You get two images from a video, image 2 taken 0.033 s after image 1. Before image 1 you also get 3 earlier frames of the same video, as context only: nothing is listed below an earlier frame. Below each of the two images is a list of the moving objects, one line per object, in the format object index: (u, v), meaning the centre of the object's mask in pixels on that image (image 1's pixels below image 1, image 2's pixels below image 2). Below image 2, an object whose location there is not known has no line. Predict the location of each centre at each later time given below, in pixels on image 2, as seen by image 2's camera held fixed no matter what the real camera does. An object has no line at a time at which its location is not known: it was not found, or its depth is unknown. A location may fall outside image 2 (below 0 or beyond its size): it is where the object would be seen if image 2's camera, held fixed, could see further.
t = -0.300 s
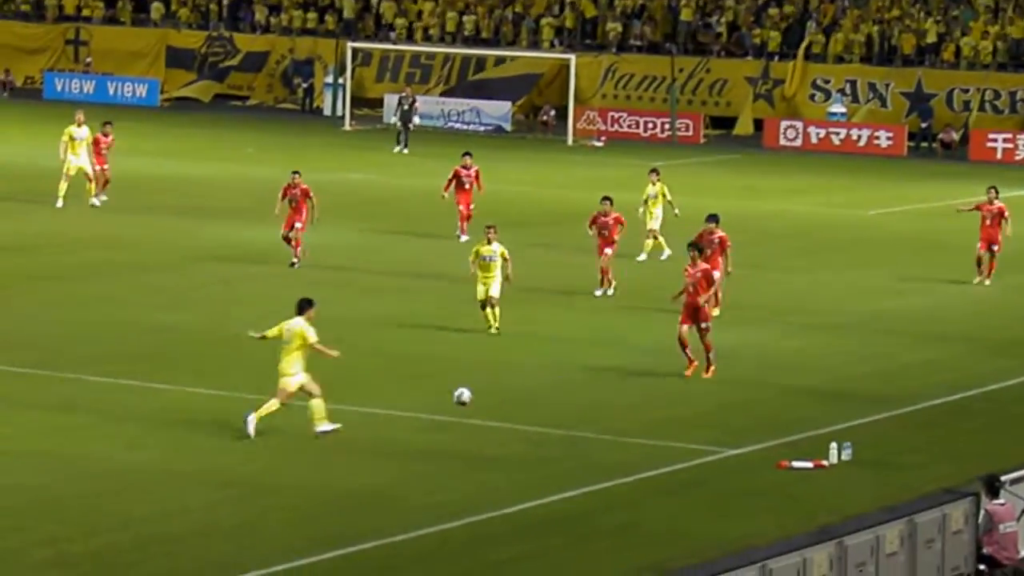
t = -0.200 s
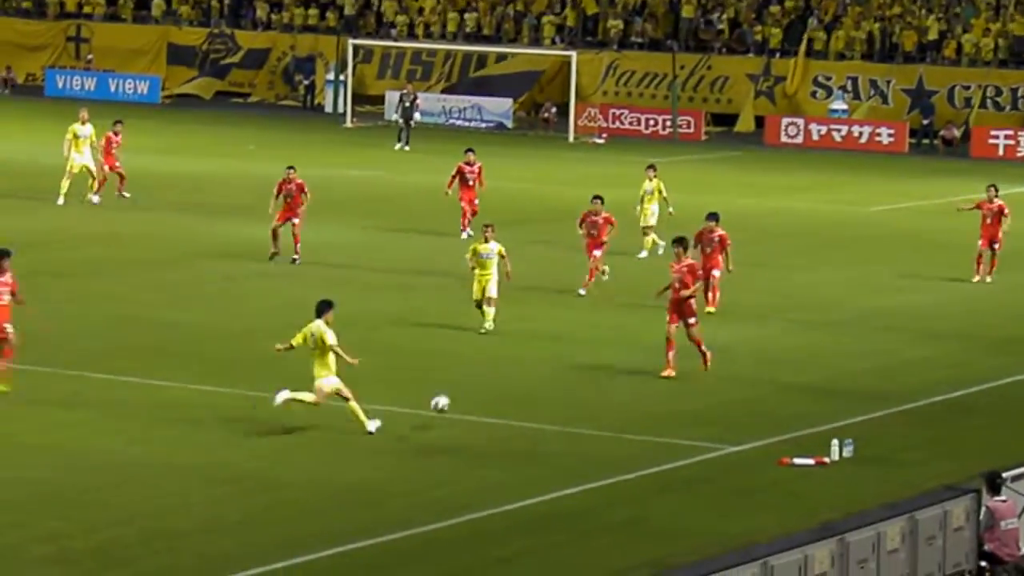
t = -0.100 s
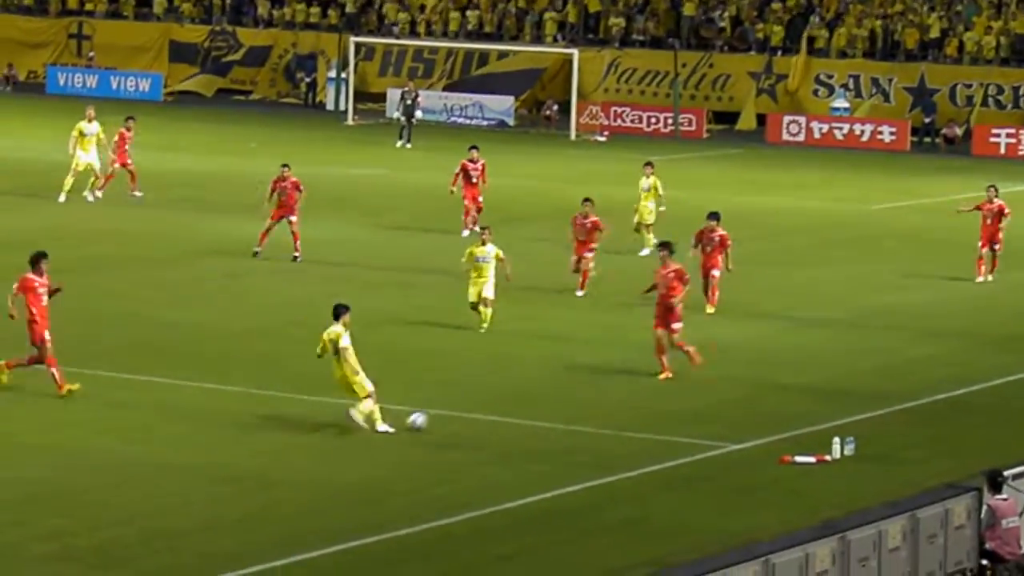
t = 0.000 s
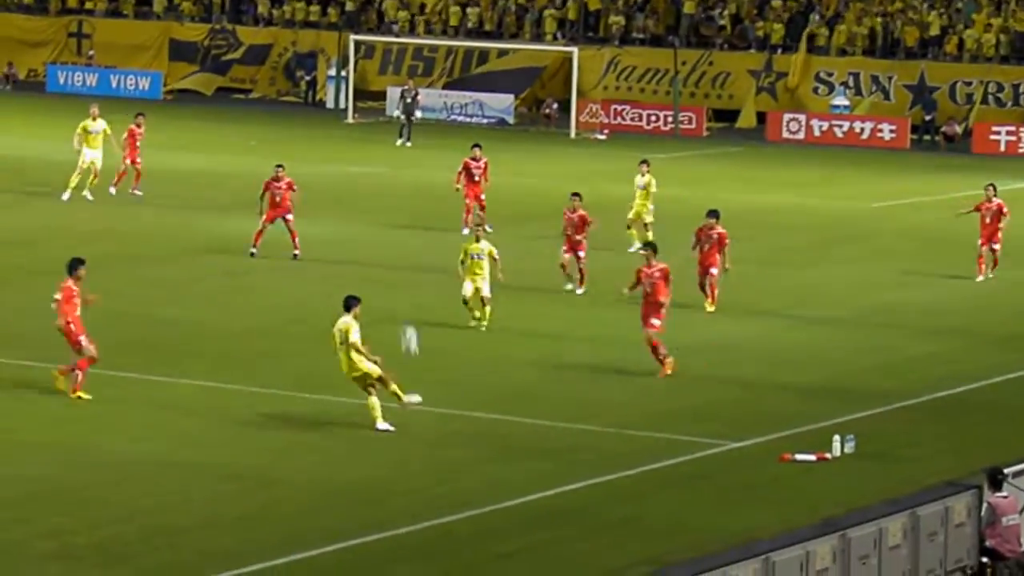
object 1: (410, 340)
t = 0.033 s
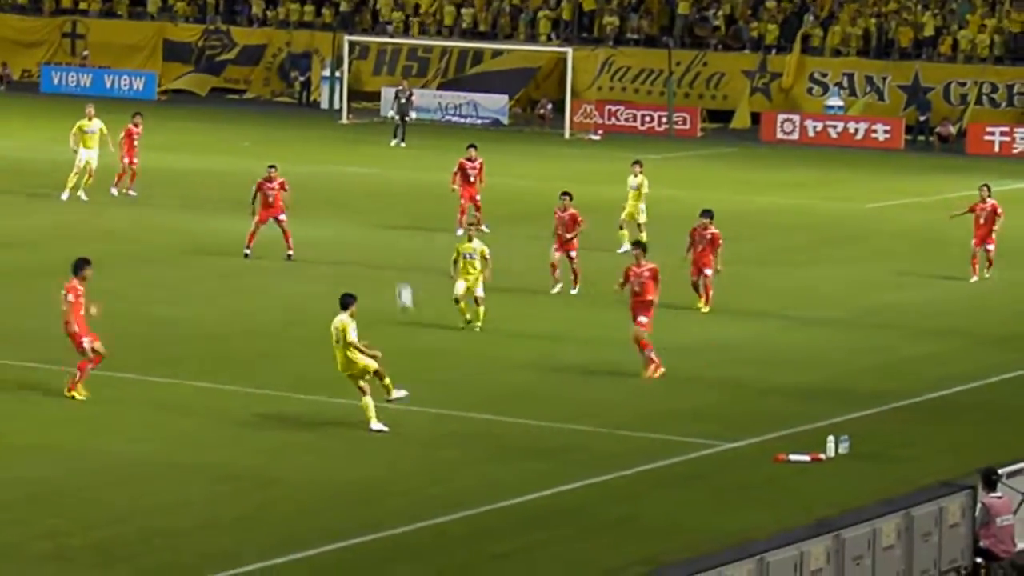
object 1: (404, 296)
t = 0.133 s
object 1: (402, 179)
